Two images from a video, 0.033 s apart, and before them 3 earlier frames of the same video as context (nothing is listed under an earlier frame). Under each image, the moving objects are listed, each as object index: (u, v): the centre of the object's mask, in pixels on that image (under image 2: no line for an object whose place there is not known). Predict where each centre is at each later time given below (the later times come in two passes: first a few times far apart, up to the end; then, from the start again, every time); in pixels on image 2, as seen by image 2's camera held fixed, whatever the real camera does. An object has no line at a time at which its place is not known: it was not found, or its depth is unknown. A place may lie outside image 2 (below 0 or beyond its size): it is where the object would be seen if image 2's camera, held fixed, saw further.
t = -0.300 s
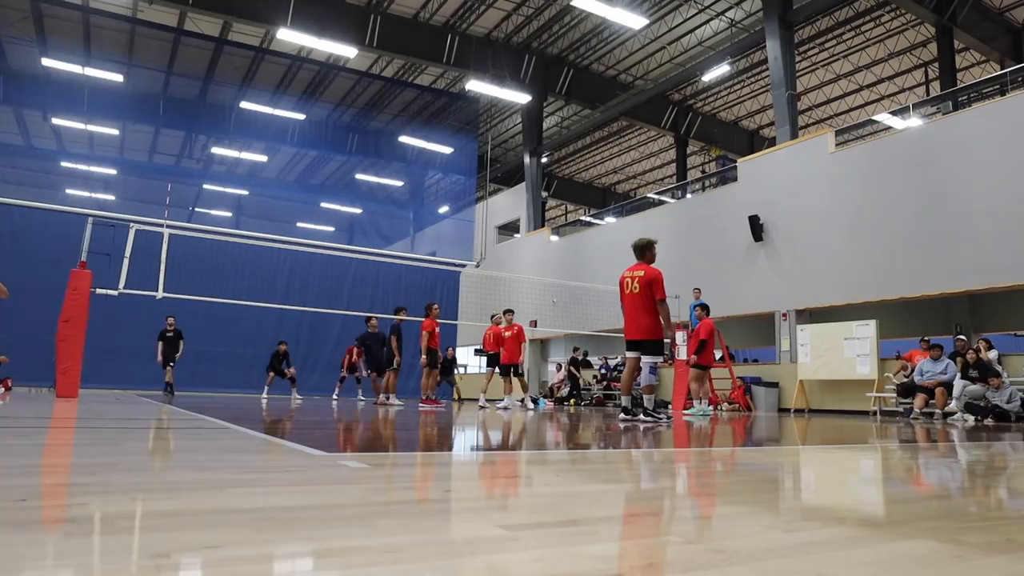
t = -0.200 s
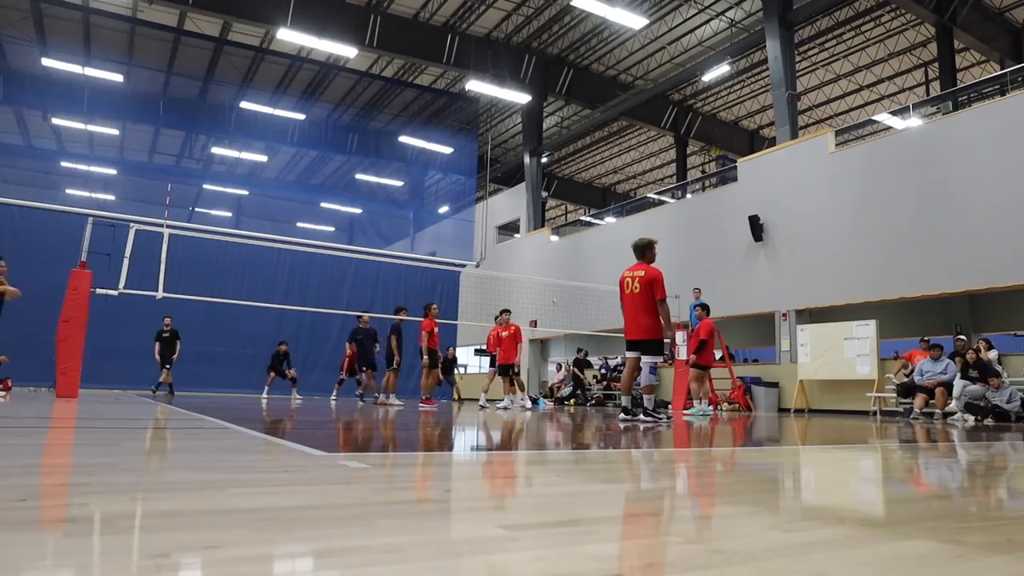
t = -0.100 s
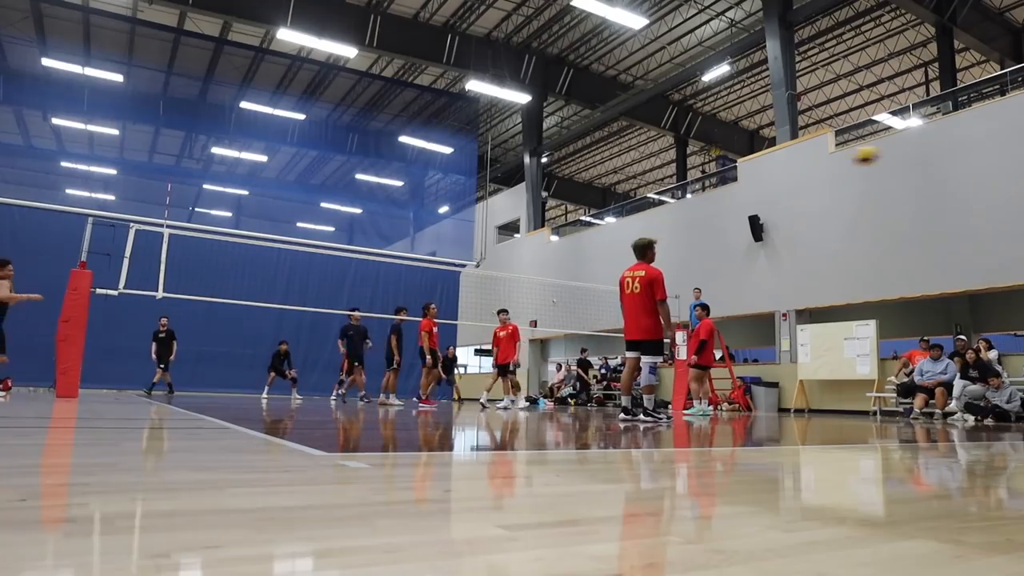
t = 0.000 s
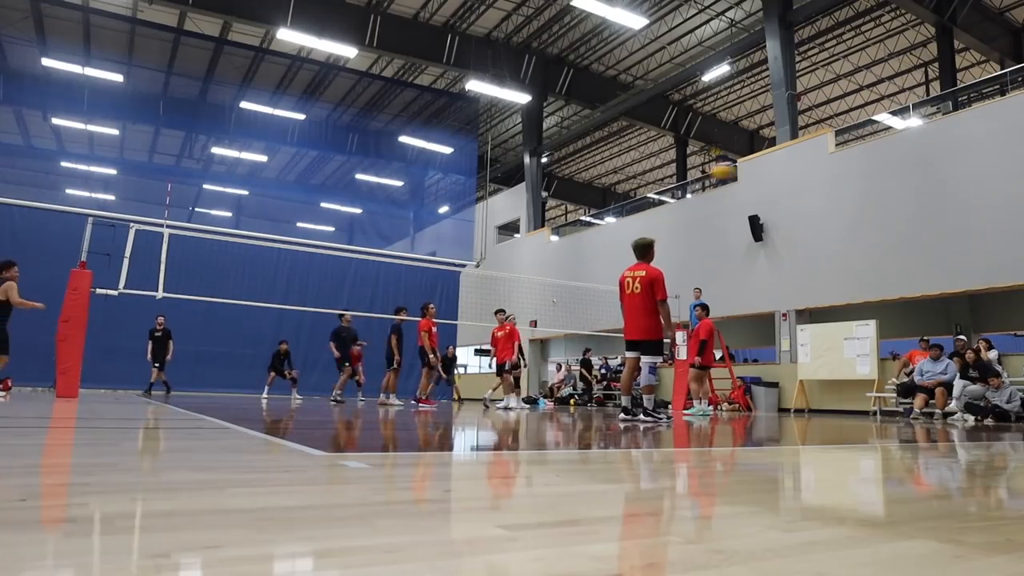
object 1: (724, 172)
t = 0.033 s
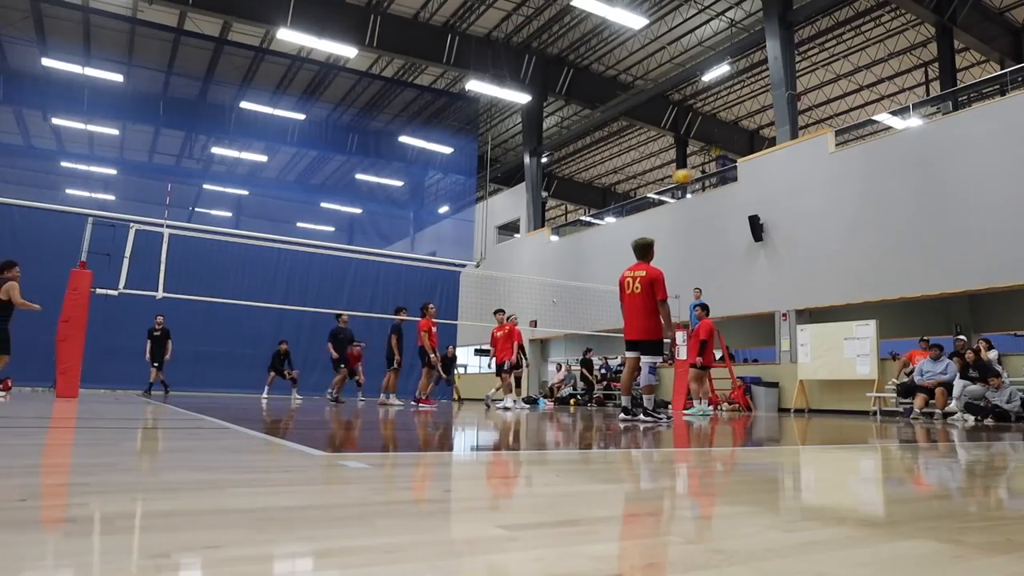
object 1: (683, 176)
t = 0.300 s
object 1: (457, 237)
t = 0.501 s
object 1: (370, 274)
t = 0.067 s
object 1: (646, 182)
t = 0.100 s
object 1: (613, 190)
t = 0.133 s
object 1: (583, 197)
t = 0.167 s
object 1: (554, 204)
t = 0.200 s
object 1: (528, 212)
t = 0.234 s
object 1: (502, 221)
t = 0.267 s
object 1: (479, 229)
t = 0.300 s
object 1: (457, 237)
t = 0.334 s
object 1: (437, 246)
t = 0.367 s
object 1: (418, 255)
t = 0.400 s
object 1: (404, 260)
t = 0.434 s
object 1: (392, 265)
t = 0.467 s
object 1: (381, 269)
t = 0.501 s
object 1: (370, 274)
